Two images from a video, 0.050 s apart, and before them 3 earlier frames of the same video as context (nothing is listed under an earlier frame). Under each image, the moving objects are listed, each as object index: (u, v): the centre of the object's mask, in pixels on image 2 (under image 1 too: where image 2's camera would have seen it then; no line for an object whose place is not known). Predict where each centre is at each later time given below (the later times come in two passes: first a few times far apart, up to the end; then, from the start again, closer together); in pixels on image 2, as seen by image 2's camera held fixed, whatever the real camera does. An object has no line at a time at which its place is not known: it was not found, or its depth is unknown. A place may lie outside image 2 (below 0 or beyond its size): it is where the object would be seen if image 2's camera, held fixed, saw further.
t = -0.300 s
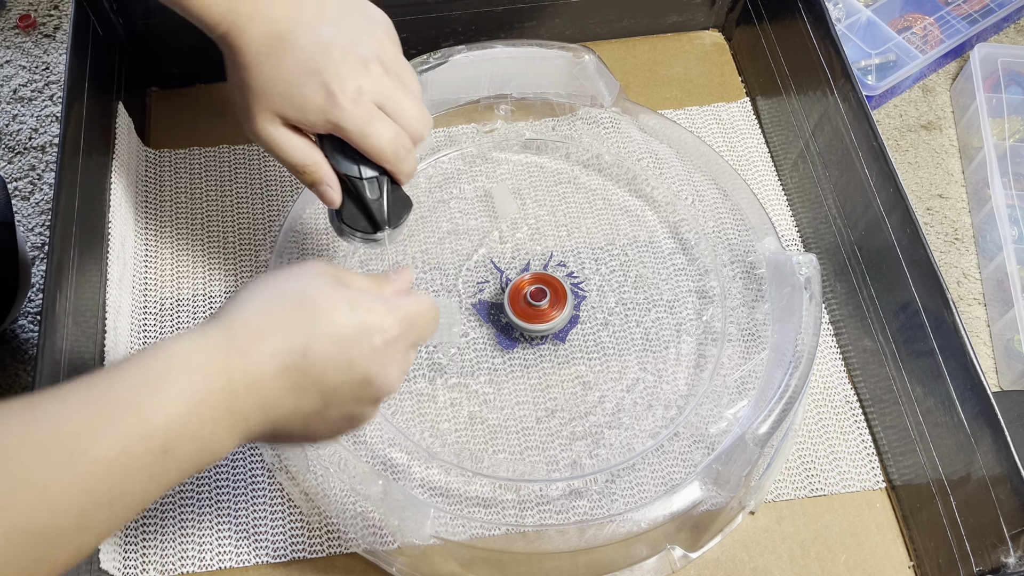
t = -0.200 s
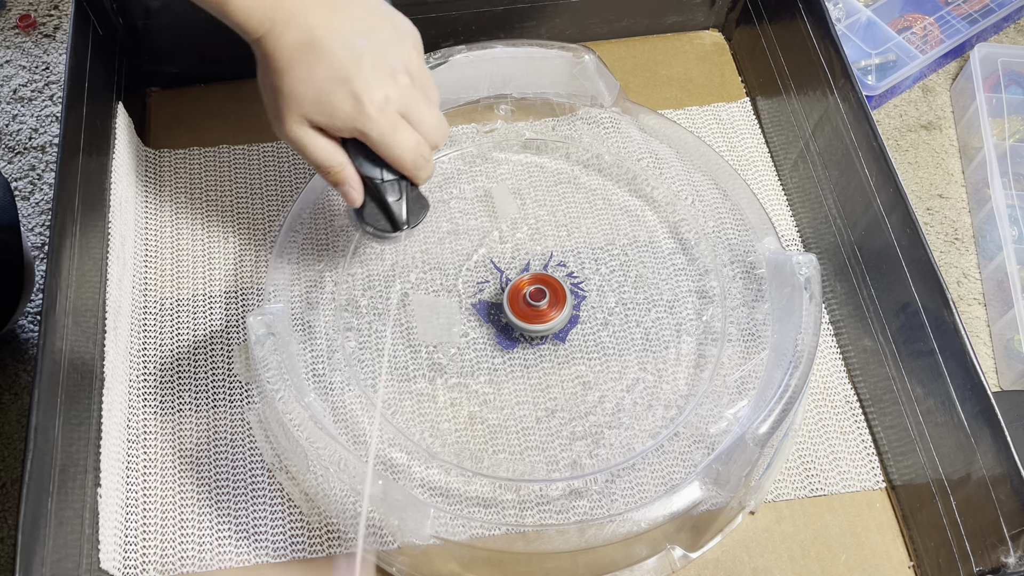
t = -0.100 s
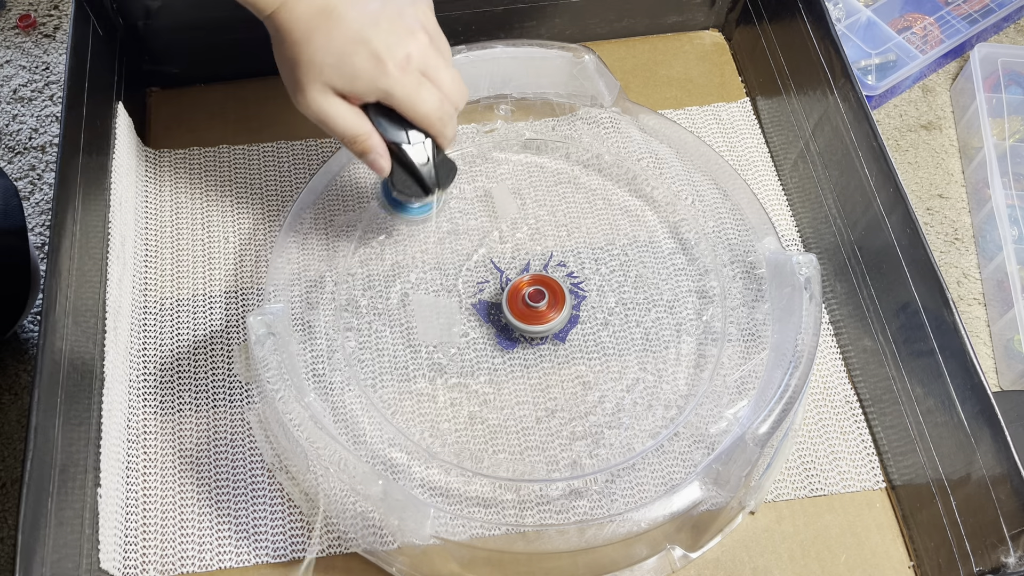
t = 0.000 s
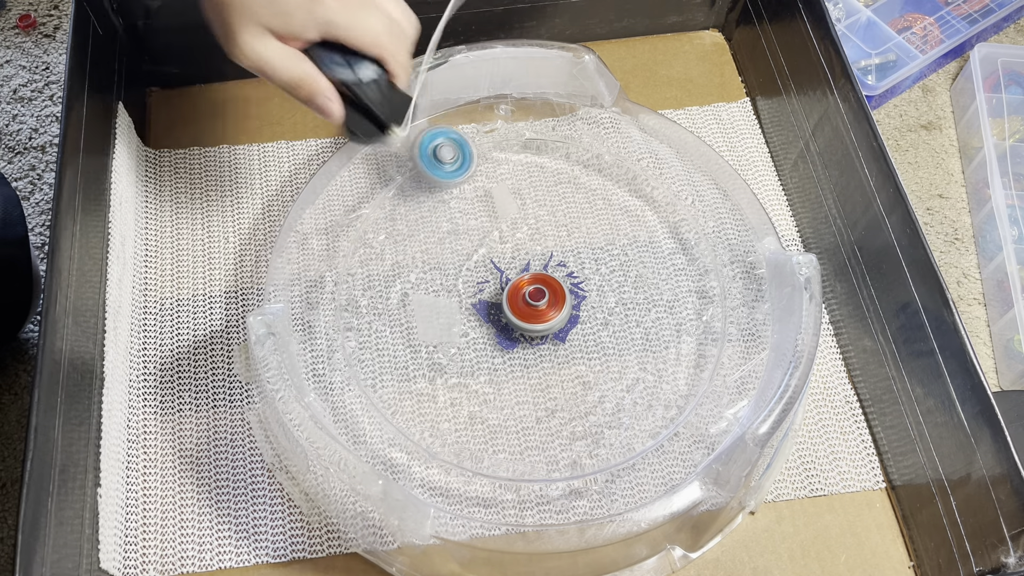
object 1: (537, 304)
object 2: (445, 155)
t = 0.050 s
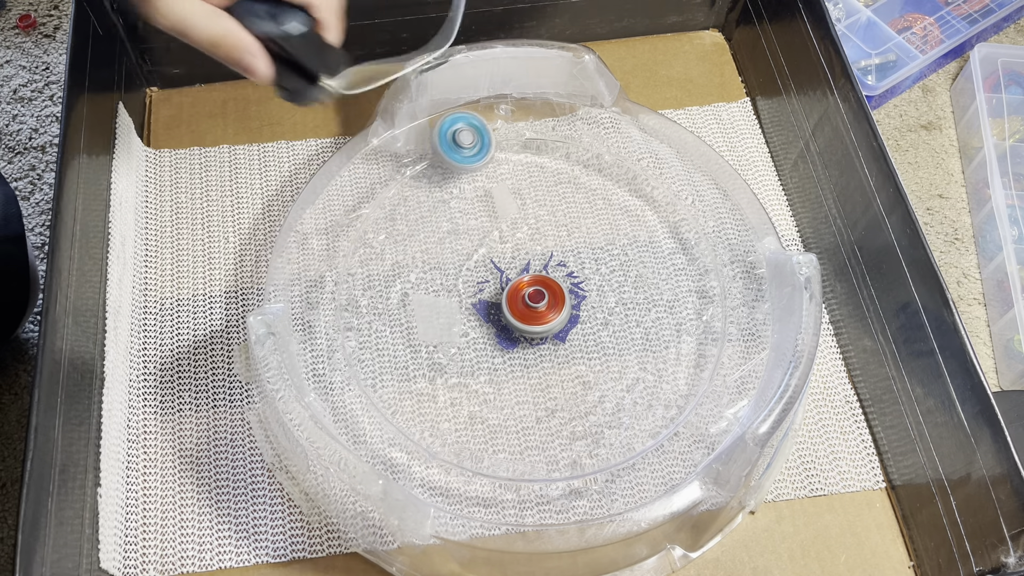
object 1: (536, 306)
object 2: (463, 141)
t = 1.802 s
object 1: (516, 299)
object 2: (611, 244)
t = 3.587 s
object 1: (501, 306)
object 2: (556, 355)
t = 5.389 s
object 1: (486, 240)
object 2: (445, 370)
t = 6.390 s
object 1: (567, 350)
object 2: (481, 368)
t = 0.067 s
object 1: (536, 306)
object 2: (469, 139)
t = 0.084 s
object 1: (536, 307)
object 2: (473, 139)
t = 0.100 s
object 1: (535, 307)
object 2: (475, 139)
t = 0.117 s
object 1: (535, 307)
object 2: (477, 142)
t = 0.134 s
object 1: (535, 307)
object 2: (479, 142)
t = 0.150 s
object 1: (535, 307)
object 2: (481, 141)
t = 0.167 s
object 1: (535, 307)
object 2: (483, 140)
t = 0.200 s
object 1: (536, 307)
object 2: (486, 140)
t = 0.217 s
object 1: (535, 306)
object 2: (488, 140)
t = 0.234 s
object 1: (535, 306)
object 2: (489, 140)
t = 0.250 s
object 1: (536, 306)
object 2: (492, 140)
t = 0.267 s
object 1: (535, 306)
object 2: (493, 138)
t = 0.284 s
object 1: (535, 306)
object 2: (495, 139)
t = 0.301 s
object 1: (535, 306)
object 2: (497, 138)
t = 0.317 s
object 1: (535, 306)
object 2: (498, 138)
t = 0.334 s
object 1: (535, 306)
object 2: (500, 138)
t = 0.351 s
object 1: (534, 306)
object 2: (501, 138)
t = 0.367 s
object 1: (534, 306)
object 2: (503, 139)
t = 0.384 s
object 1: (534, 306)
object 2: (505, 137)
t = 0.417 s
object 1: (533, 306)
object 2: (509, 136)
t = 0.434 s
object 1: (533, 306)
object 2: (510, 139)
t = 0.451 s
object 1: (532, 307)
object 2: (511, 141)
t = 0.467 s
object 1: (532, 307)
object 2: (513, 141)
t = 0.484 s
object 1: (532, 307)
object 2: (516, 140)
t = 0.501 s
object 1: (531, 307)
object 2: (518, 139)
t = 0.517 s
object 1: (531, 307)
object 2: (521, 136)
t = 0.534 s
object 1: (530, 307)
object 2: (524, 135)
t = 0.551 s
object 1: (530, 308)
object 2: (525, 137)
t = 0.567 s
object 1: (529, 308)
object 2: (526, 139)
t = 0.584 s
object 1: (529, 308)
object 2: (528, 138)
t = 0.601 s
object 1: (528, 308)
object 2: (531, 138)
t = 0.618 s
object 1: (528, 307)
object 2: (533, 136)
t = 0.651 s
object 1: (527, 307)
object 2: (536, 138)
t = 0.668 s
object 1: (527, 307)
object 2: (537, 140)
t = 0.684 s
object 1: (527, 307)
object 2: (538, 140)
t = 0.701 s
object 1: (527, 306)
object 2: (540, 140)
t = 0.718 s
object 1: (527, 306)
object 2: (542, 139)
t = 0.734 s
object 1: (527, 306)
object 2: (545, 137)
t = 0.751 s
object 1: (527, 306)
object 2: (547, 136)
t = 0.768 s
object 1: (527, 305)
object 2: (547, 139)
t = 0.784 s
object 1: (527, 305)
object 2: (548, 140)
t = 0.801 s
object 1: (527, 305)
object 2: (549, 141)
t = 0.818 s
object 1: (527, 305)
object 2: (551, 141)
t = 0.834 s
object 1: (527, 305)
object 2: (553, 140)
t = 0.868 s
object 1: (527, 305)
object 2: (558, 138)
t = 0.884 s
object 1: (527, 306)
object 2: (558, 138)
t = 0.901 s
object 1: (526, 306)
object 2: (559, 139)
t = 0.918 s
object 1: (526, 306)
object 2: (560, 139)
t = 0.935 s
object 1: (526, 307)
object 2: (561, 139)
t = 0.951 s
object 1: (526, 307)
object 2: (562, 138)
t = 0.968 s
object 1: (525, 307)
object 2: (563, 138)
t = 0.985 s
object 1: (524, 307)
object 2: (563, 140)
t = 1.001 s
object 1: (524, 307)
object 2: (564, 141)
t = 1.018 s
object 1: (523, 307)
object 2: (566, 141)
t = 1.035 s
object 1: (523, 307)
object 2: (568, 141)
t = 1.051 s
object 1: (522, 307)
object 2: (570, 140)
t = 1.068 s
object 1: (522, 307)
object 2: (571, 140)
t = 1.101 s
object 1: (521, 306)
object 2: (571, 142)
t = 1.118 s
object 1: (521, 306)
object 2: (572, 144)
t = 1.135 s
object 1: (521, 306)
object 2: (573, 145)
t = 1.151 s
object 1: (521, 306)
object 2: (576, 145)
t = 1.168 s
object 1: (520, 306)
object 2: (579, 146)
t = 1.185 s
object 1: (520, 306)
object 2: (582, 146)
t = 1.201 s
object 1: (520, 306)
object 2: (584, 146)
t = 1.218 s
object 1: (520, 306)
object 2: (588, 146)
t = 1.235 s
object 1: (519, 306)
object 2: (590, 146)
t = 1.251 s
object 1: (519, 306)
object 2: (592, 145)
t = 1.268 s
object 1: (519, 305)
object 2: (593, 146)
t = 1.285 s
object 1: (519, 305)
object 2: (592, 146)
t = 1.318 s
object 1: (518, 305)
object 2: (592, 148)
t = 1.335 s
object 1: (518, 305)
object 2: (592, 150)
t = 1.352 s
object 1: (518, 305)
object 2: (594, 151)
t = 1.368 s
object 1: (518, 304)
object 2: (596, 154)
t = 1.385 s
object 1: (518, 304)
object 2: (598, 157)
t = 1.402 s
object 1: (518, 304)
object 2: (600, 160)
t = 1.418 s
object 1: (518, 304)
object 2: (602, 163)
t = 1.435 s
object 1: (518, 304)
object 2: (603, 166)
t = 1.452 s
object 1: (518, 304)
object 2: (605, 168)
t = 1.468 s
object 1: (518, 304)
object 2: (607, 171)
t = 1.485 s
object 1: (518, 304)
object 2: (609, 173)
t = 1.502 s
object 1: (518, 304)
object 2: (611, 176)
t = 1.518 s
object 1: (518, 304)
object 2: (613, 178)
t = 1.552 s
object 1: (518, 303)
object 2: (615, 183)
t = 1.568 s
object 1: (518, 303)
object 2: (616, 186)
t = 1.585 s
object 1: (518, 303)
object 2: (616, 188)
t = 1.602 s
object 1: (518, 303)
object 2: (616, 190)
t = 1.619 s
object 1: (518, 302)
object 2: (615, 192)
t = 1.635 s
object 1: (517, 302)
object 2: (613, 196)
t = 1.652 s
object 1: (517, 302)
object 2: (612, 199)
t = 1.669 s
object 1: (517, 301)
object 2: (610, 203)
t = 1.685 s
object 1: (517, 301)
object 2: (607, 206)
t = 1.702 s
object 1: (517, 301)
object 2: (606, 211)
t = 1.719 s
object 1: (517, 300)
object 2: (605, 215)
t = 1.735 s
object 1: (516, 300)
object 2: (604, 220)
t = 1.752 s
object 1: (516, 300)
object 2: (605, 226)
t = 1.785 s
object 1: (516, 299)
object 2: (608, 237)
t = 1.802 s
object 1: (516, 299)
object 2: (611, 244)
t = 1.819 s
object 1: (516, 299)
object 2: (614, 249)
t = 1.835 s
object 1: (516, 299)
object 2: (619, 255)
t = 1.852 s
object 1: (516, 299)
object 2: (623, 259)
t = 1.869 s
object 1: (516, 299)
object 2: (630, 263)
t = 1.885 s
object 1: (516, 299)
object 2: (636, 267)
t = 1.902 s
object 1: (516, 299)
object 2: (642, 269)
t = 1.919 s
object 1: (516, 299)
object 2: (648, 269)
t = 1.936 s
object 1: (516, 299)
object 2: (656, 270)
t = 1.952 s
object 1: (516, 299)
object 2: (662, 269)
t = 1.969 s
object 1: (516, 299)
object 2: (669, 267)
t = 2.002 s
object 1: (516, 299)
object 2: (679, 261)
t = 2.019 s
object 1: (516, 299)
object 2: (684, 257)
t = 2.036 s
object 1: (516, 298)
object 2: (687, 253)
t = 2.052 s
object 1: (516, 298)
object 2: (691, 249)
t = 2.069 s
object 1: (516, 298)
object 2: (693, 245)
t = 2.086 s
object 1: (516, 297)
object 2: (694, 241)
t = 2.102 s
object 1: (516, 297)
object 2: (695, 238)
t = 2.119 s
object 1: (515, 297)
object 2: (695, 237)
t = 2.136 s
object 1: (515, 297)
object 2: (693, 235)
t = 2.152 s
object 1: (515, 296)
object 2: (691, 235)
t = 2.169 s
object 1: (515, 296)
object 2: (688, 234)
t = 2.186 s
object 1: (515, 296)
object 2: (682, 234)
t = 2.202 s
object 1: (515, 295)
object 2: (677, 234)
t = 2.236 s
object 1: (515, 295)
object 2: (662, 236)
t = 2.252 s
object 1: (515, 295)
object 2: (654, 237)
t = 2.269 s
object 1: (515, 295)
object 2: (643, 241)
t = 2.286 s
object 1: (515, 295)
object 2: (632, 245)
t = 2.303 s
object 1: (515, 294)
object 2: (622, 250)
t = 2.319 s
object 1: (515, 294)
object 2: (612, 257)
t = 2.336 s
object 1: (515, 294)
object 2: (602, 264)
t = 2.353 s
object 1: (515, 294)
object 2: (594, 274)
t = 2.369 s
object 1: (515, 293)
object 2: (587, 283)
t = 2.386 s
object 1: (510, 292)
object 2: (586, 293)
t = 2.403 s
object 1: (499, 292)
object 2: (590, 304)
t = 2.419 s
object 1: (490, 292)
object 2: (593, 316)
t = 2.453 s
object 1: (474, 290)
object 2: (601, 338)
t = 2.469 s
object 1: (469, 289)
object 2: (608, 349)
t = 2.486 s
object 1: (464, 289)
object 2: (616, 359)
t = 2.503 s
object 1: (461, 289)
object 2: (624, 367)
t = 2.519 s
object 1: (459, 290)
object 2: (635, 376)
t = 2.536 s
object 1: (458, 291)
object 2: (645, 382)
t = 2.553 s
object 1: (458, 293)
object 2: (657, 387)
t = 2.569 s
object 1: (458, 296)
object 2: (669, 390)
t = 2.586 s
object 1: (460, 299)
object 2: (683, 393)
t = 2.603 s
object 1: (462, 301)
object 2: (690, 388)
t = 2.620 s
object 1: (464, 304)
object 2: (697, 379)
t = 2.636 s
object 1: (466, 307)
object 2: (700, 372)
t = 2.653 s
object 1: (469, 310)
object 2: (704, 365)
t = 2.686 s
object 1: (474, 313)
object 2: (707, 343)
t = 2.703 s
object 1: (476, 315)
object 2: (708, 332)
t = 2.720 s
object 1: (479, 315)
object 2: (707, 323)
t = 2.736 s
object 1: (481, 316)
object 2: (704, 317)
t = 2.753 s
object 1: (483, 317)
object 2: (701, 311)
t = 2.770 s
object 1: (485, 317)
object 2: (694, 307)
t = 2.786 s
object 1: (487, 318)
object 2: (685, 303)
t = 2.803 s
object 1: (488, 318)
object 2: (674, 301)
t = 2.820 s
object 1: (490, 319)
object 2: (664, 298)
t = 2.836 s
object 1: (492, 319)
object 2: (650, 297)
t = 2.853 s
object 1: (494, 319)
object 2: (637, 296)
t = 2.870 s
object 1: (496, 319)
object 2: (623, 299)
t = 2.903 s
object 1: (501, 319)
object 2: (597, 306)
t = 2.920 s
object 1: (503, 319)
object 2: (584, 311)
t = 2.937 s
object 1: (504, 318)
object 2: (575, 318)
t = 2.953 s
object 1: (497, 315)
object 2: (571, 322)
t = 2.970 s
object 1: (490, 313)
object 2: (568, 330)
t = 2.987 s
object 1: (483, 313)
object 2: (564, 338)
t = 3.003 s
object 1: (477, 310)
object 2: (559, 347)
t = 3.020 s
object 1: (470, 308)
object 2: (555, 358)
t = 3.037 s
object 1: (465, 306)
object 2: (552, 368)
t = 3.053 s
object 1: (461, 305)
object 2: (549, 380)
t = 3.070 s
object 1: (459, 303)
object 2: (547, 391)
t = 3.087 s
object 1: (458, 303)
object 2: (547, 402)
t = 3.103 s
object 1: (458, 302)
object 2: (549, 414)
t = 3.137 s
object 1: (459, 304)
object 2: (558, 435)
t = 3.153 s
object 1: (460, 305)
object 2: (565, 446)
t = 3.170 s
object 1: (461, 307)
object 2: (573, 456)
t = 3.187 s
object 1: (462, 308)
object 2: (580, 456)
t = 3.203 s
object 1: (463, 308)
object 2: (591, 453)
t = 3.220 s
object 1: (465, 310)
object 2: (600, 451)
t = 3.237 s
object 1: (467, 311)
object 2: (608, 447)
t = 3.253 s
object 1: (469, 311)
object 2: (618, 440)
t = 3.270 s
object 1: (471, 312)
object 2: (626, 435)
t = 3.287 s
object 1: (473, 313)
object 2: (632, 430)
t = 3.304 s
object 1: (475, 313)
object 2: (637, 426)
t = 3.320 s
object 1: (477, 314)
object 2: (641, 423)
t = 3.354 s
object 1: (481, 314)
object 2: (644, 417)
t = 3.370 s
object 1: (483, 314)
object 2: (644, 414)
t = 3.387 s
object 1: (486, 314)
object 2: (642, 410)
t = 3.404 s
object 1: (487, 314)
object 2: (641, 406)
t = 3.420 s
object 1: (489, 313)
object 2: (637, 400)
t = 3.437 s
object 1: (491, 313)
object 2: (633, 395)
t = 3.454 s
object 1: (493, 312)
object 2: (629, 387)
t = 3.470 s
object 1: (495, 312)
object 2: (624, 380)
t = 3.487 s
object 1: (497, 312)
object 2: (616, 373)
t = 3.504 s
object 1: (498, 311)
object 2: (609, 368)
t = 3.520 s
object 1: (499, 311)
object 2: (598, 364)
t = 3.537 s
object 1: (500, 310)
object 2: (588, 360)
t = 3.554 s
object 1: (502, 310)
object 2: (577, 356)
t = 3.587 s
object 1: (501, 306)
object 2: (556, 355)
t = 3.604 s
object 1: (495, 298)
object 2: (550, 360)
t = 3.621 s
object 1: (490, 292)
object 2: (543, 364)
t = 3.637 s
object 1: (487, 286)
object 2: (537, 369)
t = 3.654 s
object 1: (483, 281)
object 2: (529, 375)
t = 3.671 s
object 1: (480, 278)
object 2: (522, 381)
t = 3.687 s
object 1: (478, 275)
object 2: (516, 388)
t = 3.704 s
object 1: (477, 272)
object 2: (513, 395)
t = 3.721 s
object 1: (475, 271)
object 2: (509, 402)
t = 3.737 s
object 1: (474, 270)
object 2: (507, 409)
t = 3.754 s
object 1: (473, 270)
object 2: (506, 417)
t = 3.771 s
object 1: (472, 269)
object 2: (508, 424)
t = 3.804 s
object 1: (471, 269)
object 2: (512, 438)
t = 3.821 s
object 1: (470, 269)
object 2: (516, 445)
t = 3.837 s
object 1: (469, 269)
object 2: (519, 451)
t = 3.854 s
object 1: (469, 269)
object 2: (523, 457)
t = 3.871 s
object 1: (468, 269)
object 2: (527, 461)
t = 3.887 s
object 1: (467, 269)
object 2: (535, 459)
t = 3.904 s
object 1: (467, 269)
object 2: (543, 455)
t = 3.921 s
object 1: (467, 270)
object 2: (549, 453)
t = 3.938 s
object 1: (467, 270)
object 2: (554, 450)
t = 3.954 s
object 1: (467, 270)
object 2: (559, 447)
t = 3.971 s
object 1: (467, 271)
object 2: (562, 443)
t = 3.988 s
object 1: (467, 271)
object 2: (565, 437)
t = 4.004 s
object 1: (467, 271)
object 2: (568, 430)
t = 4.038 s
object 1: (467, 272)
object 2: (572, 415)
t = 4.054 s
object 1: (468, 272)
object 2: (574, 405)
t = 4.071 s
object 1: (468, 272)
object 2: (573, 396)
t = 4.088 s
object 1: (469, 273)
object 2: (571, 385)
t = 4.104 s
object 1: (469, 273)
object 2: (566, 374)
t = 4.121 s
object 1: (470, 274)
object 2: (561, 364)
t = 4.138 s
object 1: (471, 274)
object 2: (553, 354)
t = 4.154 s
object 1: (471, 275)
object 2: (546, 345)
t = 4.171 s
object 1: (473, 275)
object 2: (536, 337)
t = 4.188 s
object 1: (473, 276)
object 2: (527, 329)
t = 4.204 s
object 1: (472, 272)
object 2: (519, 327)
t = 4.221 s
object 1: (467, 265)
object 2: (513, 327)
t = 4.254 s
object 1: (461, 254)
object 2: (496, 329)
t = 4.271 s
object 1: (459, 251)
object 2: (488, 329)
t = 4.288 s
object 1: (457, 249)
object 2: (477, 330)
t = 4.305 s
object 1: (457, 248)
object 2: (466, 333)
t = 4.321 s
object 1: (457, 248)
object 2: (456, 335)
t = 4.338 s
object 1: (457, 248)
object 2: (446, 338)
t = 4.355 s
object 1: (457, 248)
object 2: (437, 343)
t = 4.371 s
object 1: (457, 249)
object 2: (430, 348)
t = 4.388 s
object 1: (457, 249)
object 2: (424, 353)
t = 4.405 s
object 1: (457, 250)
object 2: (418, 360)
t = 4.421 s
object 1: (457, 250)
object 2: (415, 367)
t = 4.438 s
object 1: (457, 251)
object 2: (411, 374)
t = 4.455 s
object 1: (458, 251)
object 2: (409, 382)
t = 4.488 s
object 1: (459, 253)
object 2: (407, 398)
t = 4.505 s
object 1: (460, 254)
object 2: (407, 405)
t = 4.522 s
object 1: (461, 255)
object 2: (409, 413)
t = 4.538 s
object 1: (462, 256)
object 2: (412, 419)
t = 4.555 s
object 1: (463, 257)
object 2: (417, 425)
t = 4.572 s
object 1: (464, 257)
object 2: (425, 428)
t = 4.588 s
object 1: (465, 258)
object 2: (436, 429)
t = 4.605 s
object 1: (467, 259)
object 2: (445, 431)
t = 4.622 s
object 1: (468, 259)
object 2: (453, 431)
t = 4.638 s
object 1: (470, 260)
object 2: (462, 428)
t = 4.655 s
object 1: (471, 261)
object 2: (471, 424)
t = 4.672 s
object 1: (473, 262)
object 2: (481, 419)
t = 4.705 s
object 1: (476, 263)
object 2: (501, 408)
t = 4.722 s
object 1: (478, 263)
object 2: (510, 401)
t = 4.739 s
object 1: (480, 264)
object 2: (519, 392)
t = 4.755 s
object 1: (482, 265)
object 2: (526, 383)
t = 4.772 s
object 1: (484, 266)
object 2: (532, 372)
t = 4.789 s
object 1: (486, 266)
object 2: (535, 360)
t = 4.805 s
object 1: (489, 267)
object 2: (536, 347)
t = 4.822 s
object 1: (491, 268)
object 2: (536, 335)
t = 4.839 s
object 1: (494, 268)
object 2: (535, 324)
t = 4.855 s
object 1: (491, 255)
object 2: (540, 327)
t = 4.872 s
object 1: (487, 241)
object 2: (545, 329)
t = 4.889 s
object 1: (484, 227)
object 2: (548, 331)
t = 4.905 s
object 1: (481, 216)
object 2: (550, 330)
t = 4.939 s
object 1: (477, 197)
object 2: (550, 324)
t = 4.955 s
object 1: (476, 189)
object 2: (548, 320)
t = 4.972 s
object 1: (474, 184)
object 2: (547, 314)
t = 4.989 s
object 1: (473, 180)
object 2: (544, 308)
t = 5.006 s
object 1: (471, 178)
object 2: (540, 301)
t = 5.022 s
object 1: (470, 177)
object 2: (533, 294)
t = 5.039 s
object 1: (469, 178)
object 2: (527, 288)
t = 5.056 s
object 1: (467, 180)
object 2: (519, 282)
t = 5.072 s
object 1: (465, 183)
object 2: (511, 277)
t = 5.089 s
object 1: (463, 186)
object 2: (502, 273)
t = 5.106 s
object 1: (461, 190)
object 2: (493, 270)
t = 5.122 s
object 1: (460, 194)
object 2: (484, 268)
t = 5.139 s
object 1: (460, 197)
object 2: (474, 266)
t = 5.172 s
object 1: (459, 201)
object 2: (456, 271)
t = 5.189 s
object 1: (460, 201)
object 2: (445, 277)
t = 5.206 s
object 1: (461, 202)
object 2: (437, 283)
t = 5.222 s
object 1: (463, 204)
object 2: (429, 289)
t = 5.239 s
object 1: (464, 207)
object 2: (423, 296)
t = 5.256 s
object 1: (467, 211)
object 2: (418, 305)
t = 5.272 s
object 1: (469, 215)
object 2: (417, 314)
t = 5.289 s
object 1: (471, 219)
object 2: (416, 322)
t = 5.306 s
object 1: (473, 223)
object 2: (417, 330)
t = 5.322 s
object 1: (476, 226)
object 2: (419, 339)
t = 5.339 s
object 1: (478, 229)
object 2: (423, 348)
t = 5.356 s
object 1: (481, 233)
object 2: (429, 357)
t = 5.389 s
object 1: (486, 240)
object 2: (445, 370)
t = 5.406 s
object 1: (489, 243)
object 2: (455, 375)
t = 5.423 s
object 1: (492, 245)
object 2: (466, 381)
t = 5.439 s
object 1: (495, 248)
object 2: (478, 382)
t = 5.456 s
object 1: (498, 251)
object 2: (491, 384)
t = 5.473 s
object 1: (501, 253)
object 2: (503, 383)
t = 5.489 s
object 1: (504, 255)
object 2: (515, 381)
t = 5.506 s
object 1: (507, 257)
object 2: (527, 376)
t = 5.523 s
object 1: (510, 259)
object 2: (539, 369)
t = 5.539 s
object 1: (512, 260)
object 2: (549, 363)
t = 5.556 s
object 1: (516, 262)
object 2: (559, 356)
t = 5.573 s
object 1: (519, 263)
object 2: (566, 346)
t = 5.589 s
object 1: (521, 264)
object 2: (572, 336)
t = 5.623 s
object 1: (527, 266)
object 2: (580, 315)
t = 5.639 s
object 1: (527, 264)
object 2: (584, 305)
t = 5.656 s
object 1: (526, 260)
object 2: (588, 296)
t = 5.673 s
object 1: (526, 258)
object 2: (589, 287)
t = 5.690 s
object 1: (516, 250)
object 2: (599, 282)
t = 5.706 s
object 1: (504, 240)
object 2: (611, 278)
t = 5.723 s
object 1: (493, 232)
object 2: (619, 273)
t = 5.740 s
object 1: (483, 224)
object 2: (626, 267)
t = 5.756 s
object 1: (474, 218)
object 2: (631, 260)
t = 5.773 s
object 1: (467, 214)
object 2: (633, 253)
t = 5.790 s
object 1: (460, 211)
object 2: (633, 245)
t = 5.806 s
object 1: (454, 209)
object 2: (632, 237)
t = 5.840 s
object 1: (445, 209)
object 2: (625, 218)
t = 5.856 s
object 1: (443, 211)
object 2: (618, 210)
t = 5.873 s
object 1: (440, 214)
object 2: (610, 201)
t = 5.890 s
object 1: (439, 219)
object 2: (601, 193)
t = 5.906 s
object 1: (438, 224)
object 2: (591, 185)
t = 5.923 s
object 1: (439, 228)
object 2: (580, 179)
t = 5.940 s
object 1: (439, 234)
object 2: (568, 174)
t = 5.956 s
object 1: (440, 238)
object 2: (555, 171)
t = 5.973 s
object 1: (441, 243)
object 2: (542, 169)
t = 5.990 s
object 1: (443, 248)
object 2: (527, 169)
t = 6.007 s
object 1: (444, 253)
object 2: (514, 170)
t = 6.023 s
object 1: (446, 258)
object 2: (503, 173)
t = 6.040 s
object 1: (448, 262)
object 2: (490, 177)
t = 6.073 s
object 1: (453, 270)
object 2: (467, 190)
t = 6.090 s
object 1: (456, 274)
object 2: (457, 199)
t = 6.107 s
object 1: (459, 278)
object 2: (448, 209)
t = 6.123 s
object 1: (462, 282)
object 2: (439, 220)
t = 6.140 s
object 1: (467, 291)
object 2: (433, 226)
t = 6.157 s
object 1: (474, 302)
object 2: (424, 230)
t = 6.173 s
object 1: (481, 312)
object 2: (417, 237)
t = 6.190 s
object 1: (489, 321)
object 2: (412, 245)
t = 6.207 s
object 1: (497, 328)
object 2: (409, 256)
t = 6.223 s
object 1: (504, 335)
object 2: (407, 267)
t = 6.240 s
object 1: (512, 340)
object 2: (406, 279)
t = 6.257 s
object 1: (520, 344)
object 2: (408, 291)
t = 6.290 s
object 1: (534, 349)
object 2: (417, 315)
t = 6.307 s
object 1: (540, 351)
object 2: (425, 326)
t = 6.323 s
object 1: (546, 351)
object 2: (432, 335)
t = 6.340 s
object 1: (552, 351)
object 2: (442, 346)
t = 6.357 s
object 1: (557, 351)
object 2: (453, 355)
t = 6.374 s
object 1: (562, 351)
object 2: (467, 362)
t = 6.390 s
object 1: (567, 350)
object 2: (481, 368)
